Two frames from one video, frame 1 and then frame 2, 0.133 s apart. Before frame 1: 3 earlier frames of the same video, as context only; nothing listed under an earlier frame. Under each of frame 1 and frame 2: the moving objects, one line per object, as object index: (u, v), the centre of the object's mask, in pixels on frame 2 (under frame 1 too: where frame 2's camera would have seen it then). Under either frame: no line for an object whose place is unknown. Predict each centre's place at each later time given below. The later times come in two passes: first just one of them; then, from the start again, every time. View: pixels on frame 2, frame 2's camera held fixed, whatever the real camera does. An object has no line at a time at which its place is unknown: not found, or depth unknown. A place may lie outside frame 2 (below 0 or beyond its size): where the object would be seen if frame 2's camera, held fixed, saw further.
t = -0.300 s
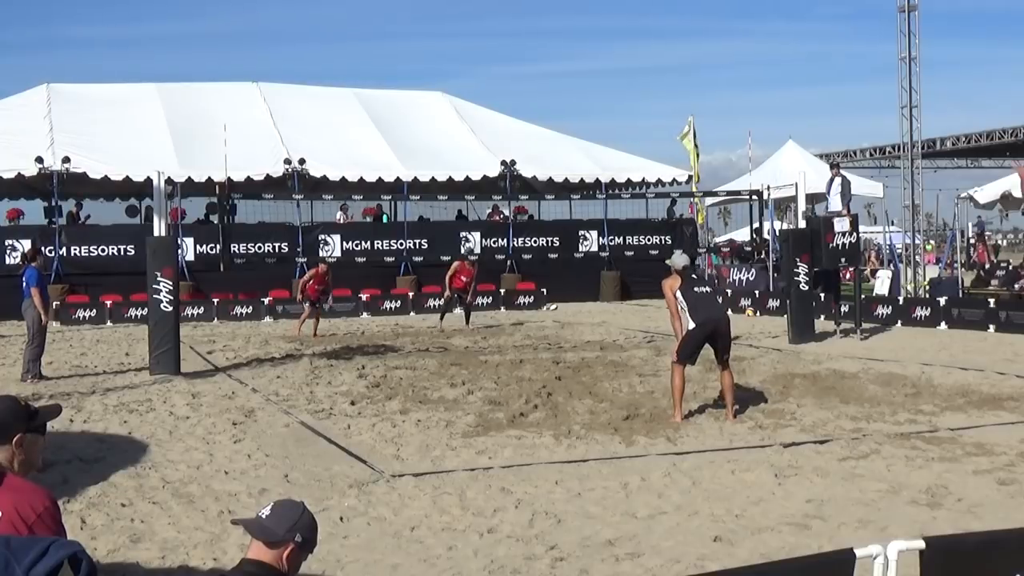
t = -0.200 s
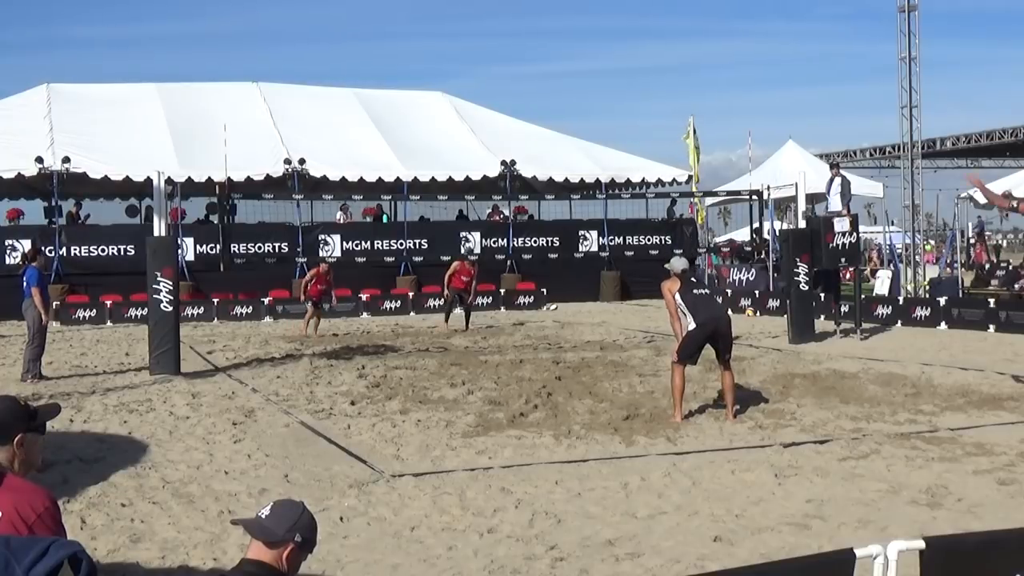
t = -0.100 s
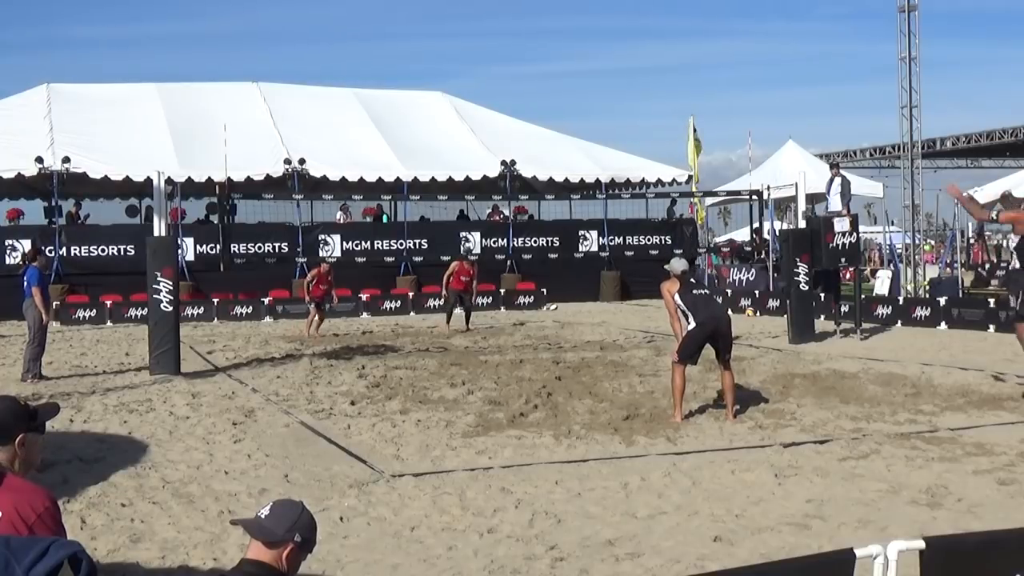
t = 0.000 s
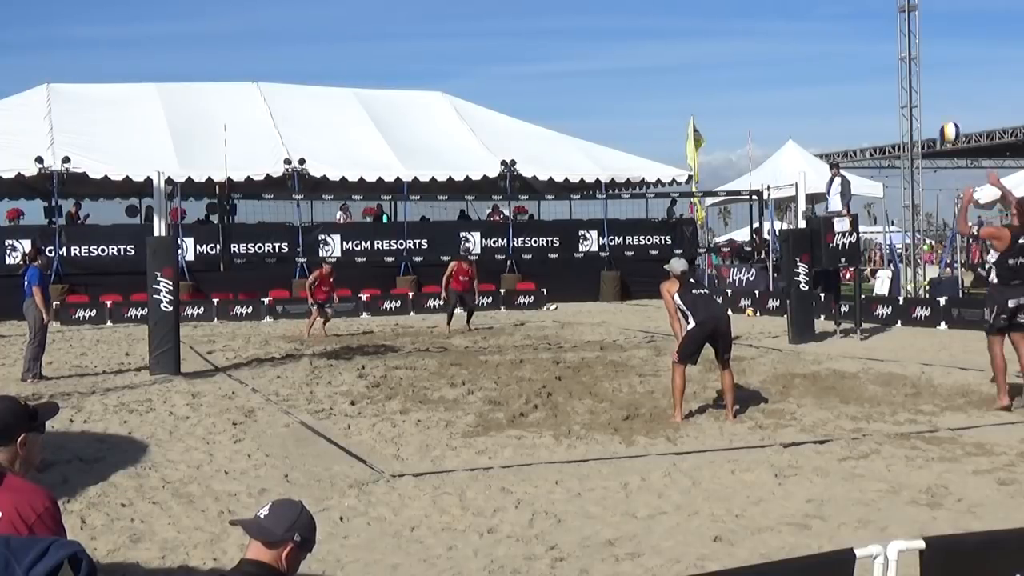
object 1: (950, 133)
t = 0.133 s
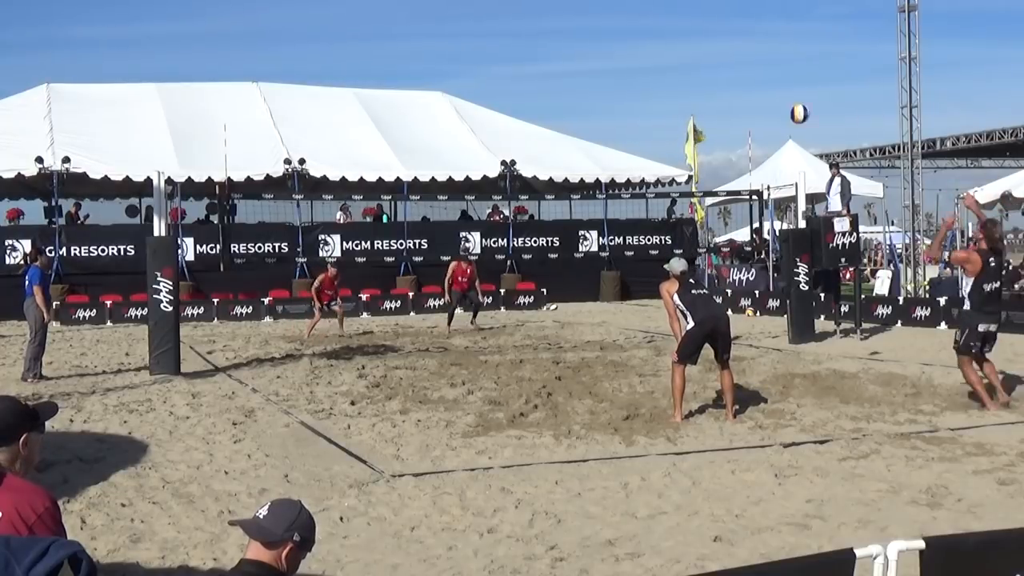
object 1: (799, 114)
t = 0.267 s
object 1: (682, 115)
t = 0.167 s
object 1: (767, 112)
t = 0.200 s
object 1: (737, 112)
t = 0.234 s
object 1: (709, 113)
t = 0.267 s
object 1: (682, 115)
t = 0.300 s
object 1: (657, 119)
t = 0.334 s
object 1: (633, 122)
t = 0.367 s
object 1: (610, 126)
